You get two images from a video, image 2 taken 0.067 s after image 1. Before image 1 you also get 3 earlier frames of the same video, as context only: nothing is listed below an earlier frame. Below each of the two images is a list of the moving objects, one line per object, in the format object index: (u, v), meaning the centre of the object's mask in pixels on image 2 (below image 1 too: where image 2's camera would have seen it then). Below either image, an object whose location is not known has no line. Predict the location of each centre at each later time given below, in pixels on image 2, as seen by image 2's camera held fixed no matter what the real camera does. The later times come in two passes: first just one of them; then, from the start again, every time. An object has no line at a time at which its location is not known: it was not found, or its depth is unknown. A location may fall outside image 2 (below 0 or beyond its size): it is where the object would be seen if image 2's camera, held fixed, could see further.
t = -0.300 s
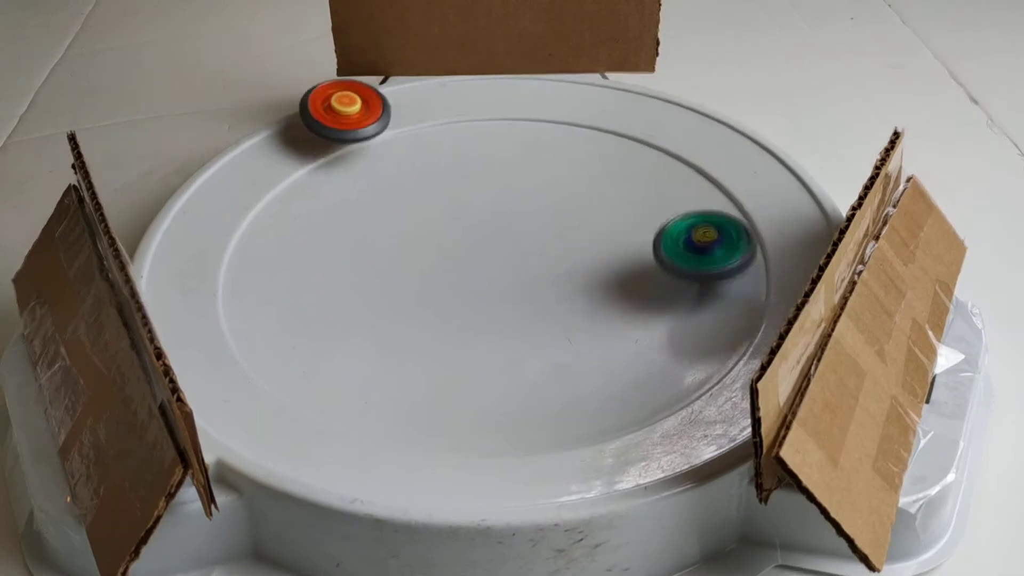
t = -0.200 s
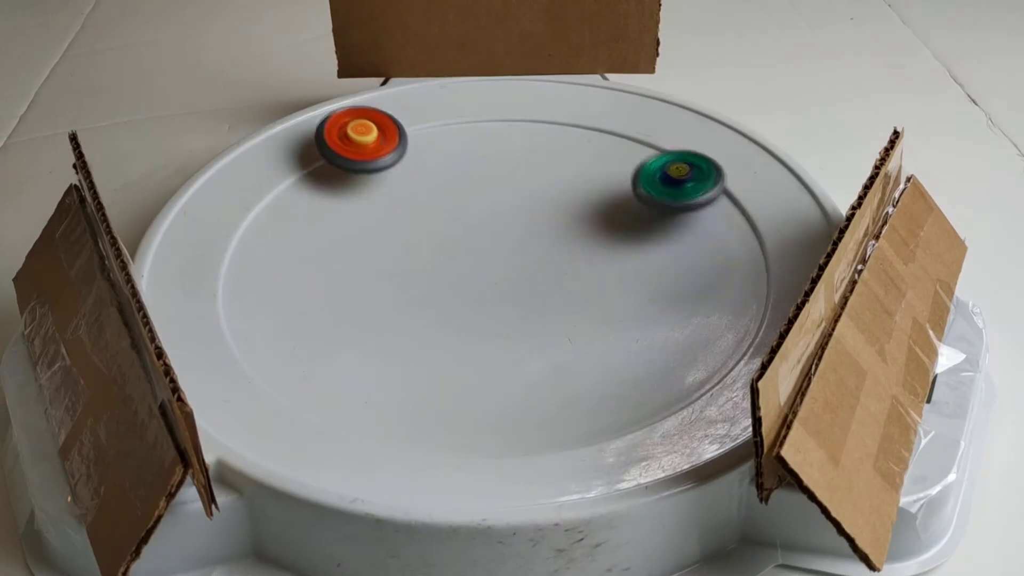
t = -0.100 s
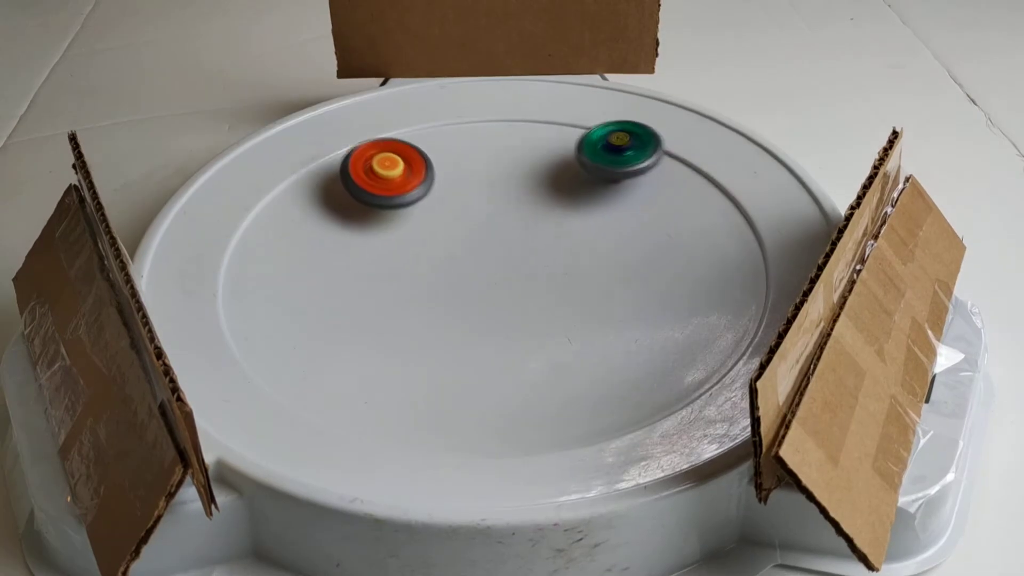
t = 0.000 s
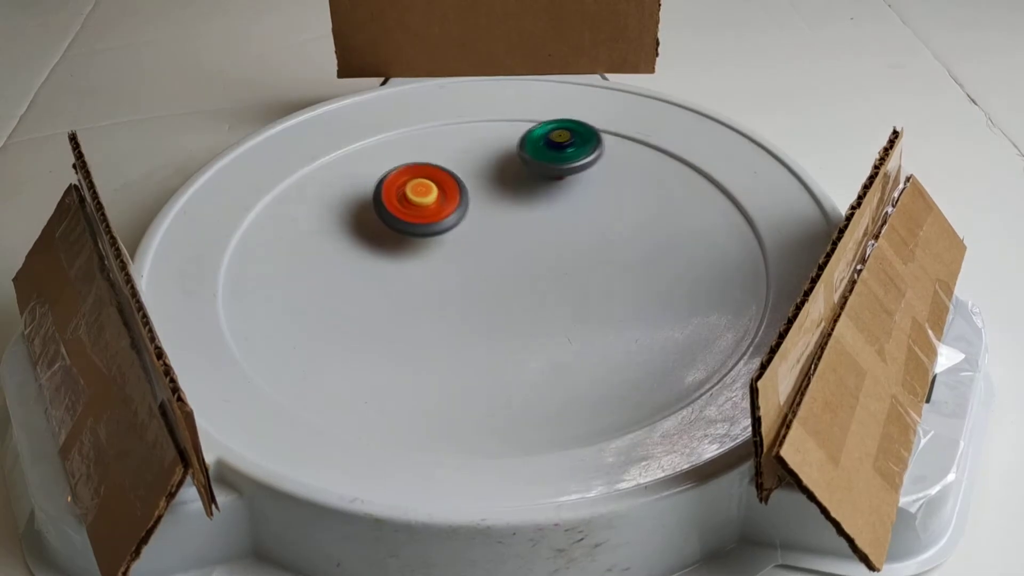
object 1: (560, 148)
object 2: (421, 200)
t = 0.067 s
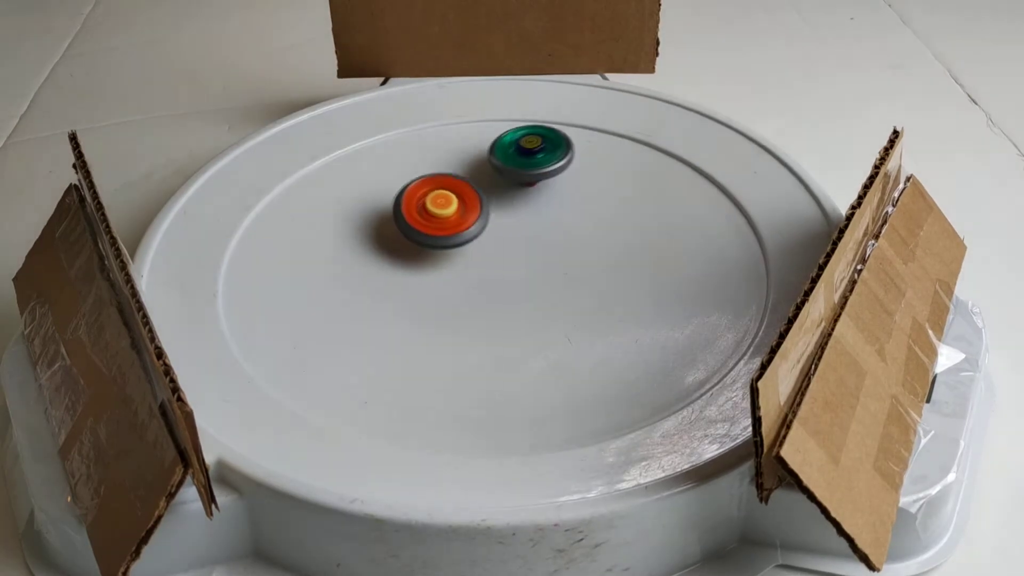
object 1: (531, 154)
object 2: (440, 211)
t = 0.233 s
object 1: (519, 114)
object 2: (430, 293)
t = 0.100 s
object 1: (519, 158)
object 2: (450, 215)
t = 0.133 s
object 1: (508, 161)
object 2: (461, 217)
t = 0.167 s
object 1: (513, 146)
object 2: (451, 241)
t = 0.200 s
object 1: (520, 128)
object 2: (438, 269)
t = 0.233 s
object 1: (519, 114)
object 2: (430, 293)
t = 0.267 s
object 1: (510, 107)
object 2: (426, 312)
